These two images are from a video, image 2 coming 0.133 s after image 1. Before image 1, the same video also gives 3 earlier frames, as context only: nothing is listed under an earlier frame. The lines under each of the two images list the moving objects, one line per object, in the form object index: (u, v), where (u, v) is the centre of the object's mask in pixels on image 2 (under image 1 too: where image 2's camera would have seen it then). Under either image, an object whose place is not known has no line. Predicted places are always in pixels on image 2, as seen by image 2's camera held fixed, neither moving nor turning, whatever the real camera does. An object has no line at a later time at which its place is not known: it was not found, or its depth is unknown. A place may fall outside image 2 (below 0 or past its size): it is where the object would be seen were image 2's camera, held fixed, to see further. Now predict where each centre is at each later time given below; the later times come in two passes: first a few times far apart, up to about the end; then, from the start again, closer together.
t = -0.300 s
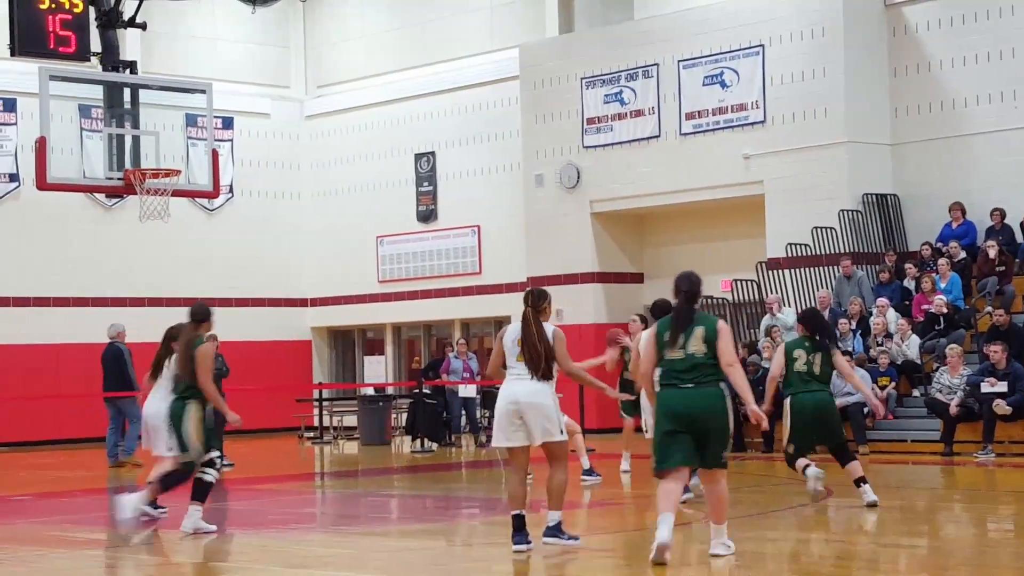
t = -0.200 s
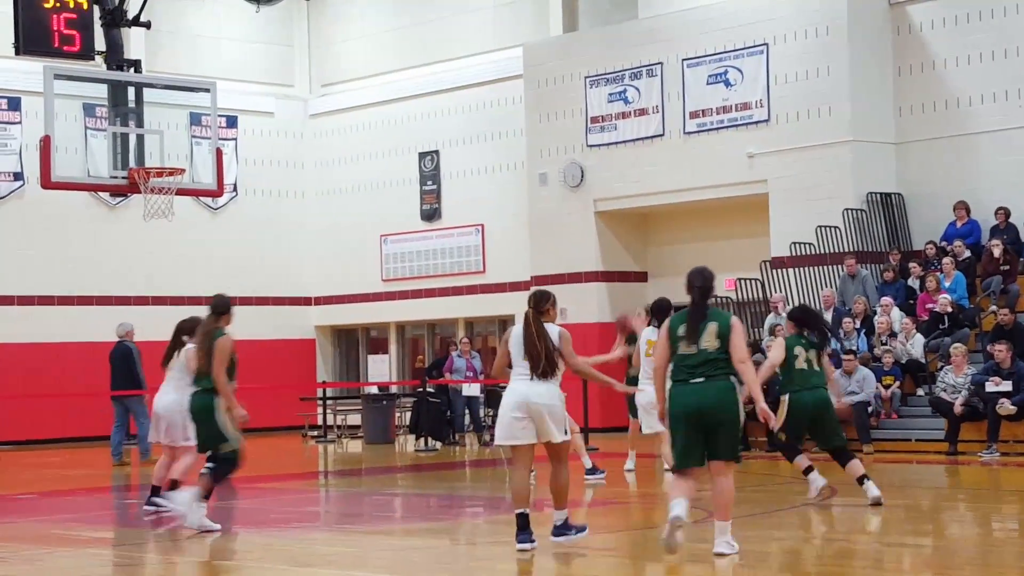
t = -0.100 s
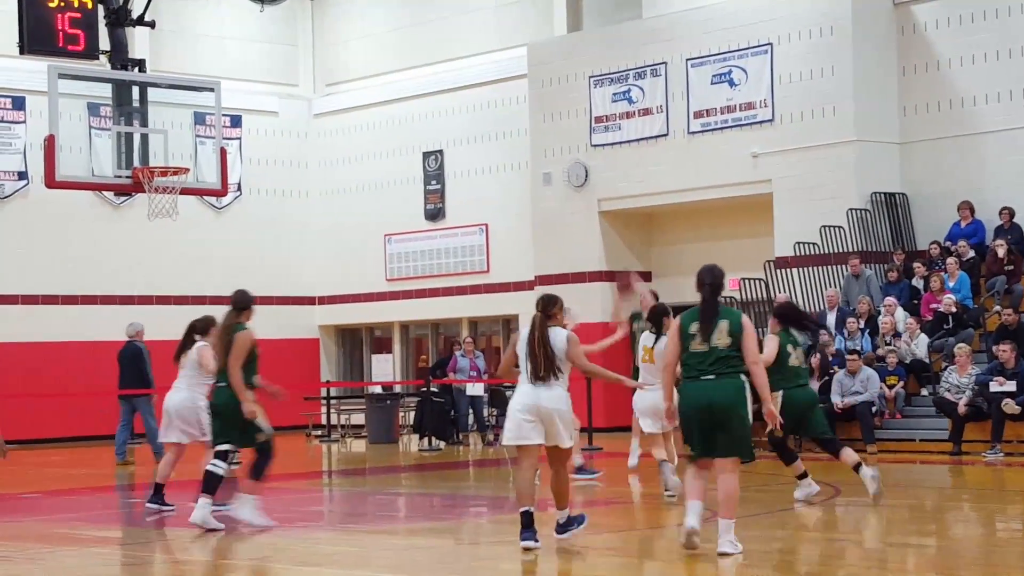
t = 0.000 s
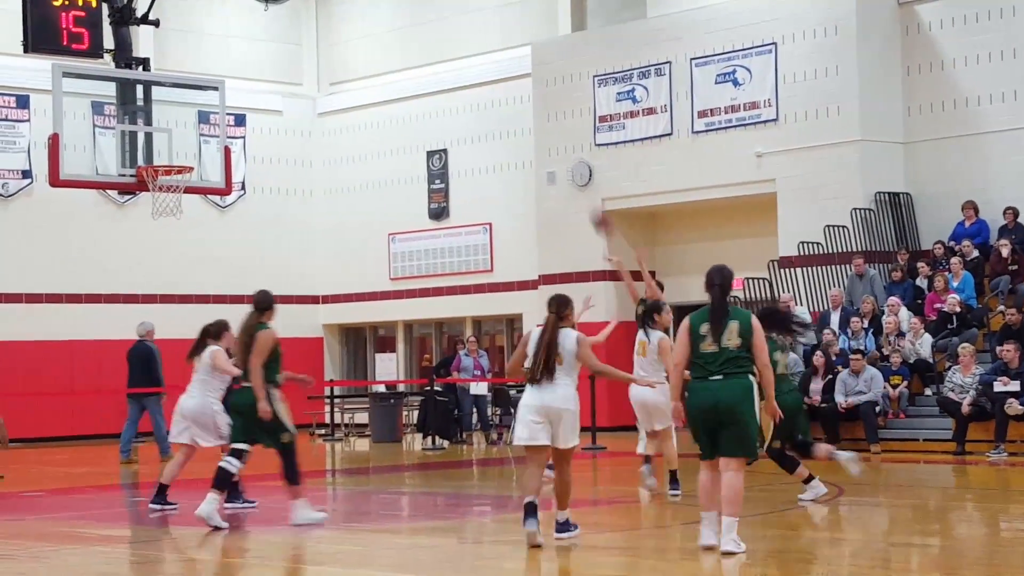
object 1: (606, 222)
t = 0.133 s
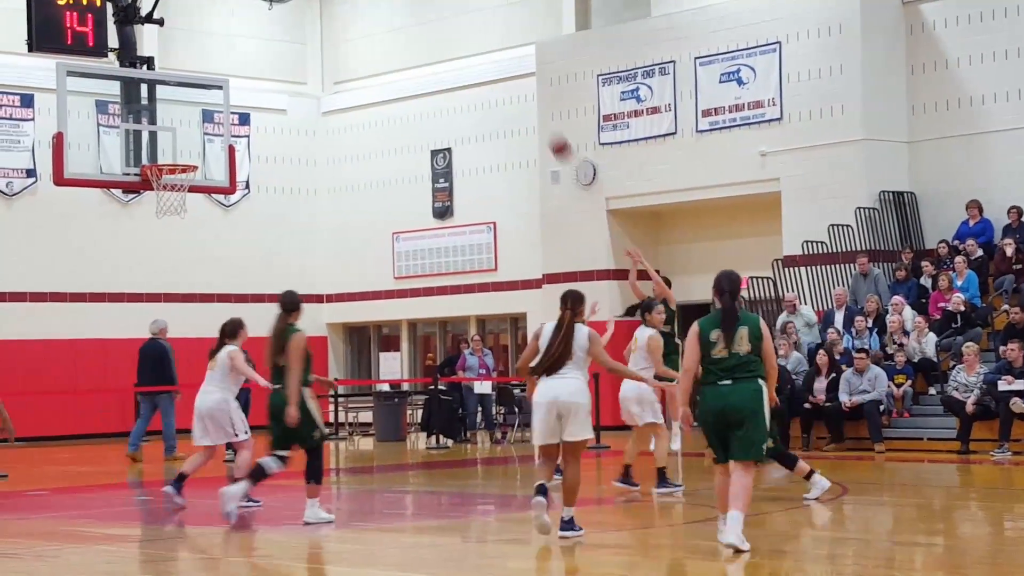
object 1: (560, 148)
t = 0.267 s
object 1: (514, 90)
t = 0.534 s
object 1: (420, 24)
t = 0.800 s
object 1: (322, 23)
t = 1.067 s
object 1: (221, 95)
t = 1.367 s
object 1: (160, 236)
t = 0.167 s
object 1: (549, 132)
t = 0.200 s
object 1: (538, 117)
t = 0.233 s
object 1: (526, 101)
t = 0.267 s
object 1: (514, 90)
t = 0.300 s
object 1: (503, 79)
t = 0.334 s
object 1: (491, 67)
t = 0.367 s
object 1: (479, 57)
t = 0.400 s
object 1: (468, 49)
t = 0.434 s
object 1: (456, 41)
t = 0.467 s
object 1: (444, 34)
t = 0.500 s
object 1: (432, 28)
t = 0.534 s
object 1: (420, 24)
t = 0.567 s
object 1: (408, 20)
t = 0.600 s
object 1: (396, 17)
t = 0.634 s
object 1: (384, 16)
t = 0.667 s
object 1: (372, 15)
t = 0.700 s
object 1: (359, 15)
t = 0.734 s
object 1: (347, 17)
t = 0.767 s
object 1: (335, 19)
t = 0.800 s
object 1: (322, 23)
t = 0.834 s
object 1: (310, 28)
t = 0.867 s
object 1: (297, 34)
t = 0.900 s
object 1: (285, 41)
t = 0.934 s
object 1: (272, 50)
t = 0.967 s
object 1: (259, 60)
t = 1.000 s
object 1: (247, 70)
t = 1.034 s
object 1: (233, 83)
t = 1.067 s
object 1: (221, 95)
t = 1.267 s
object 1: (163, 198)
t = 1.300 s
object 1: (160, 207)
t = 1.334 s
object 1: (160, 220)
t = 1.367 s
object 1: (160, 236)
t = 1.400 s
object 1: (160, 253)
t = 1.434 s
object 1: (160, 271)
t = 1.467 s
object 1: (159, 288)
